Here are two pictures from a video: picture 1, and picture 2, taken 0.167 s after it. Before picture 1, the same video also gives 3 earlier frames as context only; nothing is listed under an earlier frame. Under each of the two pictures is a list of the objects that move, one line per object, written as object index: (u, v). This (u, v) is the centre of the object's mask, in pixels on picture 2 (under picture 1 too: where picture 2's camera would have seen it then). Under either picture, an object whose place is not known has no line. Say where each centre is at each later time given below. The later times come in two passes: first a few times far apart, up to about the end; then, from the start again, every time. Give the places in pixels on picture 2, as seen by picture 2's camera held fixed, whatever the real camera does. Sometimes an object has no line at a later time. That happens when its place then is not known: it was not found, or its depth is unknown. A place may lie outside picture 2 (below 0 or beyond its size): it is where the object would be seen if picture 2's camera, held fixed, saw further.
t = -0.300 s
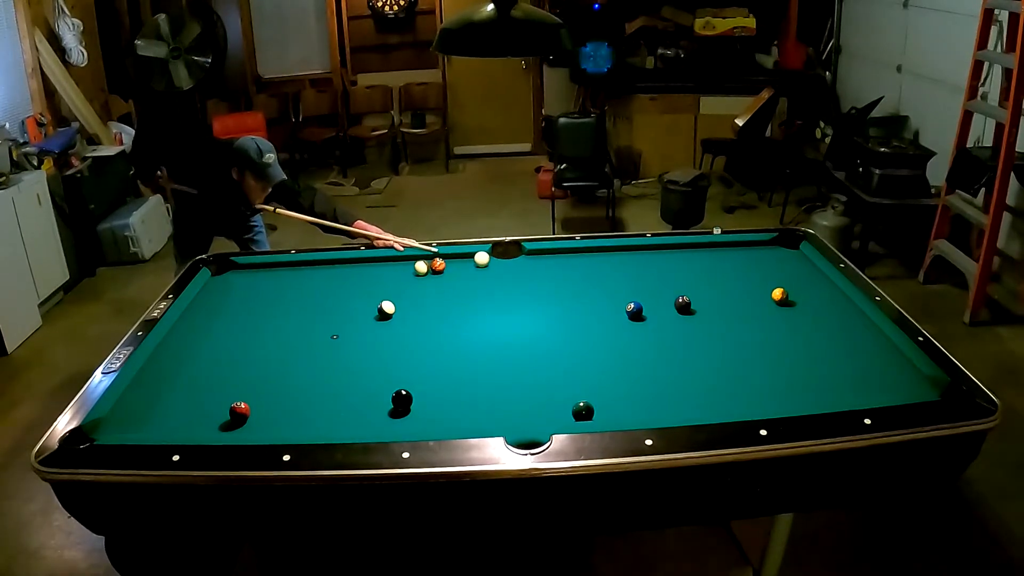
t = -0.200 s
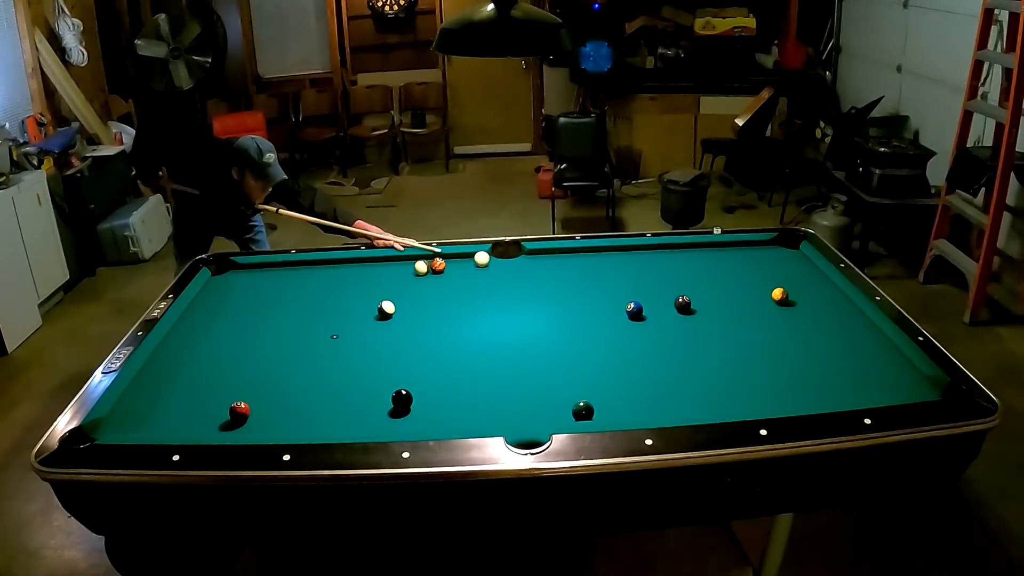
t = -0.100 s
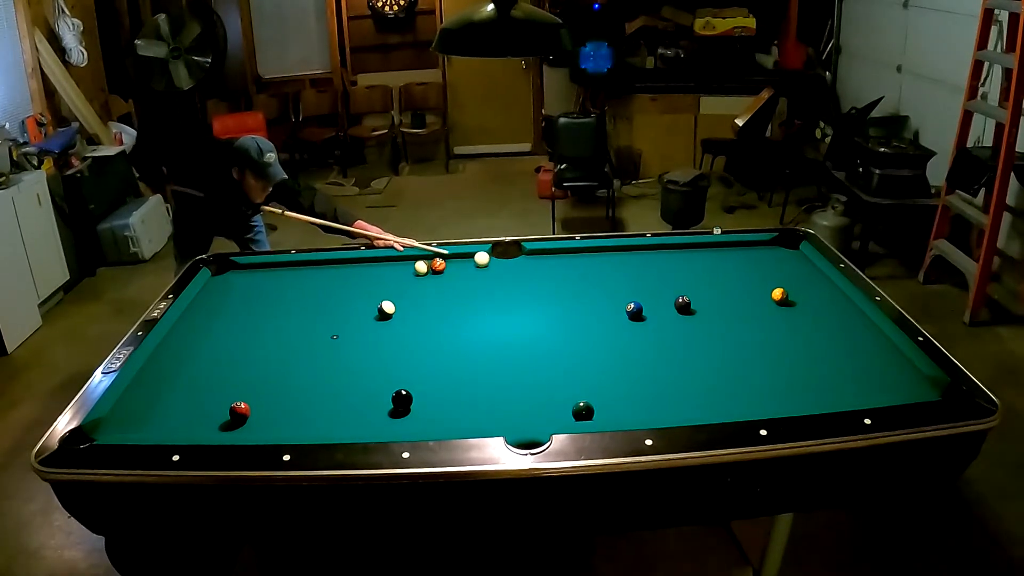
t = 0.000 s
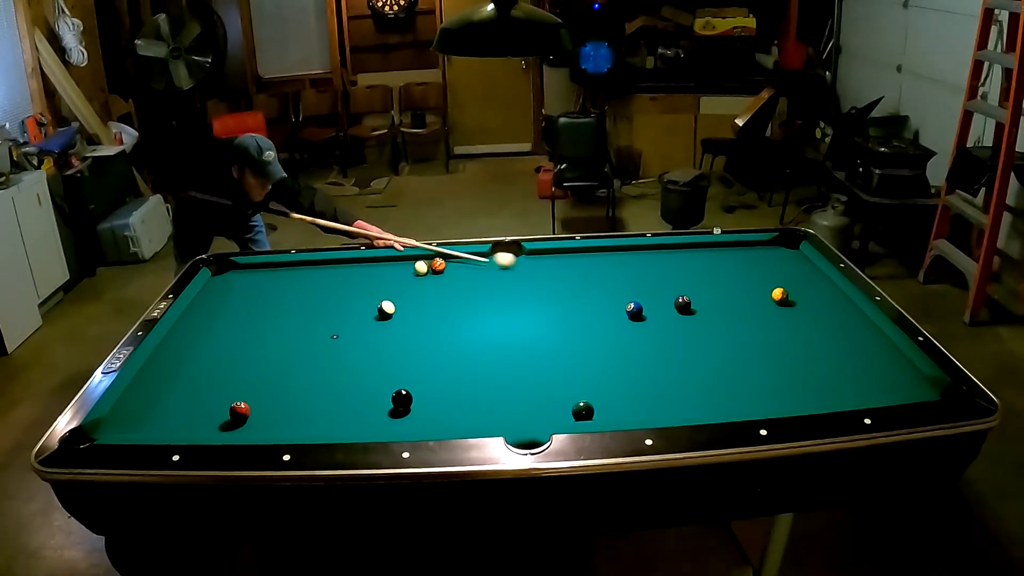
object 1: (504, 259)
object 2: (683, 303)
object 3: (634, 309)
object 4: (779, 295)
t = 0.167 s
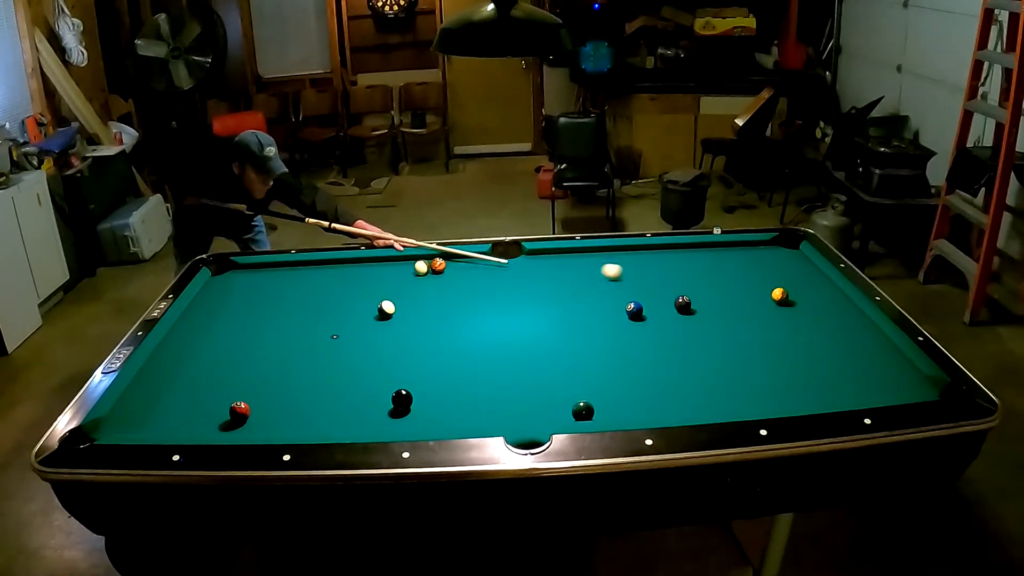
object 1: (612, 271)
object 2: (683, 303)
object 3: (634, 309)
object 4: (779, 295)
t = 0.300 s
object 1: (688, 279)
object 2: (683, 303)
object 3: (634, 309)
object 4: (779, 294)
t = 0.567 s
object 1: (811, 284)
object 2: (683, 303)
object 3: (634, 309)
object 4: (800, 309)
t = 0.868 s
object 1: (771, 290)
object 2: (683, 303)
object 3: (634, 309)
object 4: (847, 340)
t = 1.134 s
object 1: (713, 297)
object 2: (683, 303)
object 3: (634, 309)
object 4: (892, 368)
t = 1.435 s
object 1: (678, 296)
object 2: (656, 312)
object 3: (634, 309)
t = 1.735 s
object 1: (656, 292)
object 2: (636, 324)
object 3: (623, 307)
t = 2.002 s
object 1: (639, 289)
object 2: (620, 336)
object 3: (615, 306)
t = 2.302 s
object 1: (623, 287)
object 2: (604, 347)
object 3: (609, 305)
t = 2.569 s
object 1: (611, 285)
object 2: (590, 357)
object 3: (606, 305)
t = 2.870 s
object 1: (601, 283)
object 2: (577, 367)
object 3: (605, 304)
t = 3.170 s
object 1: (594, 281)
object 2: (564, 377)
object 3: (605, 304)
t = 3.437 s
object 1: (591, 280)
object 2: (555, 384)
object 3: (605, 304)
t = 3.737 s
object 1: (589, 280)
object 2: (546, 391)
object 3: (605, 304)
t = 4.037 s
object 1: (589, 280)
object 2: (539, 397)
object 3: (605, 304)
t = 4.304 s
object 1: (589, 280)
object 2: (535, 401)
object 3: (605, 303)
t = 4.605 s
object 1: (589, 279)
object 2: (533, 403)
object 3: (605, 303)
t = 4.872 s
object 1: (589, 279)
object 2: (532, 403)
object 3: (605, 303)
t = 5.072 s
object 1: (589, 279)
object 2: (533, 404)
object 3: (605, 303)
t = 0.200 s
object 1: (632, 273)
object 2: (683, 303)
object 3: (634, 309)
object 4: (779, 295)
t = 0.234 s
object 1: (651, 275)
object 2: (683, 303)
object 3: (634, 309)
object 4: (779, 294)
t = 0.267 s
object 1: (670, 277)
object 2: (683, 303)
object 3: (634, 309)
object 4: (779, 295)
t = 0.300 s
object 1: (688, 279)
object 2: (683, 303)
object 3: (634, 309)
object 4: (779, 294)
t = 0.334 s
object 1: (706, 282)
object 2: (683, 303)
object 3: (634, 309)
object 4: (779, 294)
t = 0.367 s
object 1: (724, 284)
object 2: (683, 303)
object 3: (634, 309)
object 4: (779, 295)
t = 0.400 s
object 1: (742, 286)
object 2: (683, 303)
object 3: (634, 309)
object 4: (779, 295)
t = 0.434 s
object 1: (761, 288)
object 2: (683, 303)
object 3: (634, 309)
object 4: (779, 295)
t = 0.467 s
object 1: (774, 286)
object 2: (683, 303)
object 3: (634, 309)
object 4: (783, 297)
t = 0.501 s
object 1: (786, 285)
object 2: (683, 303)
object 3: (634, 309)
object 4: (789, 300)
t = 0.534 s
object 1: (799, 285)
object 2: (683, 303)
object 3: (634, 309)
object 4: (795, 305)
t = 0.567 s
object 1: (811, 284)
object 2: (683, 303)
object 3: (634, 309)
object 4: (800, 309)
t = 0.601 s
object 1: (824, 283)
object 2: (683, 303)
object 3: (634, 309)
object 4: (805, 313)
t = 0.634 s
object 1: (821, 283)
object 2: (683, 303)
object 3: (634, 309)
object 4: (810, 316)
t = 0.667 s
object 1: (813, 284)
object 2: (683, 303)
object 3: (634, 309)
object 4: (815, 318)
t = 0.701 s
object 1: (805, 285)
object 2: (683, 303)
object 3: (634, 309)
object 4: (821, 321)
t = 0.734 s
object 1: (799, 286)
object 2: (683, 303)
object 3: (634, 309)
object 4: (825, 324)
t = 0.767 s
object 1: (792, 287)
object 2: (683, 303)
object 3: (634, 309)
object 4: (831, 328)
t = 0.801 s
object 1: (784, 288)
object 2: (683, 303)
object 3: (634, 309)
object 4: (837, 332)
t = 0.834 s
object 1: (778, 289)
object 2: (683, 303)
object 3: (634, 309)
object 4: (842, 336)
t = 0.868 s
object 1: (771, 290)
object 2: (683, 303)
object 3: (634, 309)
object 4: (847, 340)
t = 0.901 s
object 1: (763, 291)
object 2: (683, 303)
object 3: (634, 309)
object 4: (852, 342)
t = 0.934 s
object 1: (756, 291)
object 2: (683, 303)
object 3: (634, 309)
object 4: (858, 345)
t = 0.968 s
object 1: (749, 292)
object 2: (683, 303)
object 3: (634, 309)
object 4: (864, 348)
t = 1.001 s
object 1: (742, 293)
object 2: (683, 303)
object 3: (634, 309)
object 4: (869, 352)
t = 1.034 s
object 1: (735, 294)
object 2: (683, 303)
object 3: (634, 309)
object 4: (875, 356)
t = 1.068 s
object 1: (728, 295)
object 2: (683, 303)
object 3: (634, 309)
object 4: (881, 361)
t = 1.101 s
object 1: (720, 296)
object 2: (683, 303)
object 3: (634, 309)
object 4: (887, 364)
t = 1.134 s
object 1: (713, 297)
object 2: (683, 303)
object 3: (634, 309)
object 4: (892, 368)
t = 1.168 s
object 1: (706, 298)
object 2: (683, 303)
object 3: (634, 309)
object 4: (897, 371)
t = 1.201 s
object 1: (699, 299)
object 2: (683, 303)
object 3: (634, 309)
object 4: (903, 374)
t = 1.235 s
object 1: (694, 298)
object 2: (680, 304)
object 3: (634, 309)
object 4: (909, 378)
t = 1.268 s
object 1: (692, 298)
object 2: (675, 305)
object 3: (634, 309)
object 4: (915, 381)
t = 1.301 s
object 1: (689, 297)
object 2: (671, 307)
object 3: (634, 309)
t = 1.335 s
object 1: (686, 297)
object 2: (667, 308)
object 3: (634, 309)
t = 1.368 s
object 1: (684, 297)
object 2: (663, 309)
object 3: (634, 309)
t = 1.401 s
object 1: (681, 296)
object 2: (659, 310)
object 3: (634, 309)
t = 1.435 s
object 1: (678, 296)
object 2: (656, 312)
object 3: (634, 309)
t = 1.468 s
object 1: (675, 295)
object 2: (652, 312)
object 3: (634, 309)
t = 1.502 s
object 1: (673, 295)
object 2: (650, 314)
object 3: (632, 309)
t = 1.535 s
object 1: (670, 294)
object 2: (648, 315)
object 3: (631, 309)
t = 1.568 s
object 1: (668, 294)
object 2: (645, 316)
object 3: (629, 308)
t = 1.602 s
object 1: (665, 294)
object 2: (644, 318)
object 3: (628, 308)
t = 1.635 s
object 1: (663, 293)
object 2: (641, 319)
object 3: (627, 308)
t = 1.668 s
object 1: (660, 293)
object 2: (640, 321)
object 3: (626, 307)
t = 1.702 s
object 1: (658, 292)
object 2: (638, 322)
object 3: (624, 307)
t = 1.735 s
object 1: (656, 292)
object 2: (636, 324)
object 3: (623, 307)
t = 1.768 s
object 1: (653, 292)
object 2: (634, 325)
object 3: (622, 307)
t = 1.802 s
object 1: (651, 292)
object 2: (632, 327)
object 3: (621, 307)
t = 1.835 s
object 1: (649, 291)
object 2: (630, 329)
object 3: (620, 307)
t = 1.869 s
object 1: (647, 291)
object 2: (628, 330)
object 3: (619, 306)
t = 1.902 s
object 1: (645, 290)
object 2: (626, 332)
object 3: (618, 307)
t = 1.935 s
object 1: (643, 290)
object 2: (624, 333)
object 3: (617, 307)
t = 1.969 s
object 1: (641, 290)
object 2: (622, 334)
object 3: (616, 306)
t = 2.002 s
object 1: (639, 289)
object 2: (620, 336)
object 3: (615, 306)
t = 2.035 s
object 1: (637, 289)
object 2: (618, 337)
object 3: (614, 306)
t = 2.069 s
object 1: (635, 289)
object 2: (617, 338)
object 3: (613, 306)
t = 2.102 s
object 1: (633, 288)
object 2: (615, 339)
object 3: (613, 306)
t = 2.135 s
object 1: (631, 288)
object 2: (613, 341)
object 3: (612, 306)
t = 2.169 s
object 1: (629, 288)
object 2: (611, 342)
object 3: (611, 306)
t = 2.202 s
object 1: (628, 288)
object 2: (609, 343)
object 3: (610, 305)
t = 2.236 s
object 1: (626, 287)
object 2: (608, 344)
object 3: (610, 305)
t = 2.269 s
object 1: (624, 287)
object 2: (605, 346)
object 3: (609, 305)
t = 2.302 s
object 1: (623, 287)
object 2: (604, 347)
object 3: (609, 305)
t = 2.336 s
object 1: (621, 287)
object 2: (602, 348)
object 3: (608, 304)
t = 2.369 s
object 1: (620, 286)
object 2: (600, 350)
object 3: (608, 305)
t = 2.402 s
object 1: (618, 286)
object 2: (599, 351)
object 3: (607, 305)
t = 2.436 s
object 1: (617, 286)
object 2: (597, 352)
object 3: (607, 305)
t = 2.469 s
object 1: (615, 285)
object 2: (595, 354)
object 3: (607, 305)
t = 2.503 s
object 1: (614, 285)
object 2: (593, 355)
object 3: (606, 305)
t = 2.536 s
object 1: (612, 285)
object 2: (592, 356)
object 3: (606, 305)
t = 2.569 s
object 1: (611, 285)
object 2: (590, 357)
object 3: (606, 305)
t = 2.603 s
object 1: (610, 284)
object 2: (589, 358)
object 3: (606, 305)
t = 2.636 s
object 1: (609, 284)
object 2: (587, 360)
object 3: (606, 305)
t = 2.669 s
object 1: (607, 284)
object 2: (585, 361)
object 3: (606, 305)
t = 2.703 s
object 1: (606, 284)
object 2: (584, 362)
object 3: (606, 304)
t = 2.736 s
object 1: (605, 284)
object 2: (582, 363)
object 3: (606, 304)
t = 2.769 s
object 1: (604, 284)
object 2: (581, 364)
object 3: (605, 304)
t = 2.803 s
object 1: (603, 283)
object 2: (579, 365)
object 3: (605, 304)
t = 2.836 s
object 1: (602, 283)
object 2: (578, 366)
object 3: (605, 304)
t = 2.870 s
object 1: (601, 283)
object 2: (577, 367)
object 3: (605, 304)
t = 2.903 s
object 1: (600, 283)
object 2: (575, 368)
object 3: (605, 304)
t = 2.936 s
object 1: (599, 283)
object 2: (574, 369)
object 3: (605, 304)
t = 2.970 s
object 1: (599, 282)
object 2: (572, 371)
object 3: (605, 304)
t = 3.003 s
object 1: (598, 282)
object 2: (571, 371)
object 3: (605, 304)
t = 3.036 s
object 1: (597, 282)
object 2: (569, 373)
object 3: (605, 304)
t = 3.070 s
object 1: (596, 282)
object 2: (568, 374)
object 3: (605, 304)
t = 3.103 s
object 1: (595, 282)
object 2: (567, 375)
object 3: (605, 304)
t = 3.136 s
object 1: (595, 282)
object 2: (566, 376)
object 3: (605, 304)
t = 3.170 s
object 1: (594, 281)
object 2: (564, 377)
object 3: (605, 304)
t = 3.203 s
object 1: (594, 281)
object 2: (563, 377)
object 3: (605, 304)
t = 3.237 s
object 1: (593, 281)
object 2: (562, 378)
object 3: (605, 304)
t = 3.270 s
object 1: (593, 281)
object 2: (560, 379)
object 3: (605, 304)
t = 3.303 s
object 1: (592, 281)
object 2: (559, 381)
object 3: (605, 304)
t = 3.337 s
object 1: (592, 281)
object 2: (558, 382)
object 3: (605, 304)
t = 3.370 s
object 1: (592, 281)
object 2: (557, 383)
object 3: (605, 304)
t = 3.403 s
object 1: (591, 281)
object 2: (556, 383)
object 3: (605, 304)
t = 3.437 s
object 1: (591, 280)
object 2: (555, 384)
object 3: (605, 304)
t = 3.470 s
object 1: (591, 280)
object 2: (554, 385)
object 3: (605, 304)
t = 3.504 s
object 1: (590, 280)
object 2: (553, 386)
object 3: (605, 304)
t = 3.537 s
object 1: (590, 280)
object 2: (552, 387)
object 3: (605, 304)
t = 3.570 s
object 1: (590, 280)
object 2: (551, 388)
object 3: (605, 304)
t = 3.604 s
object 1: (590, 280)
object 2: (550, 388)
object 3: (605, 304)
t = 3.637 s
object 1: (590, 280)
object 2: (549, 389)
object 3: (605, 304)
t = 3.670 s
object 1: (589, 280)
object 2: (548, 390)
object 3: (605, 304)
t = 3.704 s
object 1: (589, 280)
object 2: (547, 391)
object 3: (605, 304)
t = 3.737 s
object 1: (589, 280)
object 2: (546, 391)
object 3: (605, 304)
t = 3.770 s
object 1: (589, 280)
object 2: (545, 392)
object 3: (605, 304)
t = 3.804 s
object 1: (589, 280)
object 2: (544, 392)
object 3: (605, 304)
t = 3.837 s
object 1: (589, 280)
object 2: (544, 393)
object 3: (605, 304)
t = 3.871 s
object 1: (589, 280)
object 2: (543, 394)
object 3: (605, 304)
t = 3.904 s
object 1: (589, 280)
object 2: (542, 395)
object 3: (605, 304)
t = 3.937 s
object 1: (589, 280)
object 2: (541, 395)
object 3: (605, 304)
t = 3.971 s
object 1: (589, 280)
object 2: (541, 396)
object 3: (605, 304)
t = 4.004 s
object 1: (589, 280)
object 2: (540, 396)
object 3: (605, 304)
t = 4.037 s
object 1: (589, 280)
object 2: (539, 397)
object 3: (605, 304)
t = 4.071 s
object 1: (589, 280)
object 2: (539, 397)
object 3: (605, 303)
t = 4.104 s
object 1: (589, 280)
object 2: (538, 398)
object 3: (605, 303)
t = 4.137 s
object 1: (589, 280)
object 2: (538, 398)
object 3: (605, 303)
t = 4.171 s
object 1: (589, 280)
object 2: (537, 399)
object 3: (605, 303)
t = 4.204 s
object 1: (589, 279)
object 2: (536, 399)
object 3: (605, 303)
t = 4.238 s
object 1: (589, 280)
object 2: (536, 400)
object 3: (605, 303)
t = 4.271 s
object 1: (589, 280)
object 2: (535, 400)
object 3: (605, 304)
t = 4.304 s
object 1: (589, 280)
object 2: (535, 401)
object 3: (605, 303)
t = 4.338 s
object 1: (589, 280)
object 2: (535, 401)
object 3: (605, 303)
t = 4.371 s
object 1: (589, 280)
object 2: (534, 401)
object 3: (605, 303)
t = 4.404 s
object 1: (589, 280)
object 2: (534, 401)
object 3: (605, 303)
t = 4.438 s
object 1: (589, 280)
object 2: (534, 401)
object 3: (605, 303)
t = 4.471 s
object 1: (589, 279)
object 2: (533, 402)
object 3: (605, 303)
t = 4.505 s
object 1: (589, 279)
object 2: (533, 402)
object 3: (605, 303)
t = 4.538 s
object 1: (589, 279)
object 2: (533, 402)
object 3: (605, 303)
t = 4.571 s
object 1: (589, 279)
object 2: (533, 402)
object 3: (605, 303)
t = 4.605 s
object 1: (589, 279)
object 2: (533, 403)
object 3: (605, 303)
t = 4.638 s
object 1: (589, 279)
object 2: (533, 403)
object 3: (605, 303)
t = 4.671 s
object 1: (589, 279)
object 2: (532, 403)
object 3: (605, 303)
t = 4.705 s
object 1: (589, 279)
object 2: (532, 403)
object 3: (605, 303)
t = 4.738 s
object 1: (589, 279)
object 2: (532, 403)
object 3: (605, 303)
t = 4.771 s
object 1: (589, 279)
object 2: (532, 403)
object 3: (605, 303)
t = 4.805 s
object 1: (589, 279)
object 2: (532, 403)
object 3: (605, 303)
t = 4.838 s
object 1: (589, 279)
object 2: (532, 403)
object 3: (605, 303)
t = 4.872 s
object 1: (589, 279)
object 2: (532, 403)
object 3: (605, 303)
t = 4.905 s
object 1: (589, 279)
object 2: (533, 404)
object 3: (605, 303)
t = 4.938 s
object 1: (589, 279)
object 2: (533, 404)
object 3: (605, 303)
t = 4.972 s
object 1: (589, 279)
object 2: (533, 404)
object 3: (605, 303)
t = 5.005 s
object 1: (589, 279)
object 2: (533, 404)
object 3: (605, 303)
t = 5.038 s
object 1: (589, 279)
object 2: (533, 404)
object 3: (605, 303)
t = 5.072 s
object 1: (589, 279)
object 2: (533, 404)
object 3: (605, 303)
